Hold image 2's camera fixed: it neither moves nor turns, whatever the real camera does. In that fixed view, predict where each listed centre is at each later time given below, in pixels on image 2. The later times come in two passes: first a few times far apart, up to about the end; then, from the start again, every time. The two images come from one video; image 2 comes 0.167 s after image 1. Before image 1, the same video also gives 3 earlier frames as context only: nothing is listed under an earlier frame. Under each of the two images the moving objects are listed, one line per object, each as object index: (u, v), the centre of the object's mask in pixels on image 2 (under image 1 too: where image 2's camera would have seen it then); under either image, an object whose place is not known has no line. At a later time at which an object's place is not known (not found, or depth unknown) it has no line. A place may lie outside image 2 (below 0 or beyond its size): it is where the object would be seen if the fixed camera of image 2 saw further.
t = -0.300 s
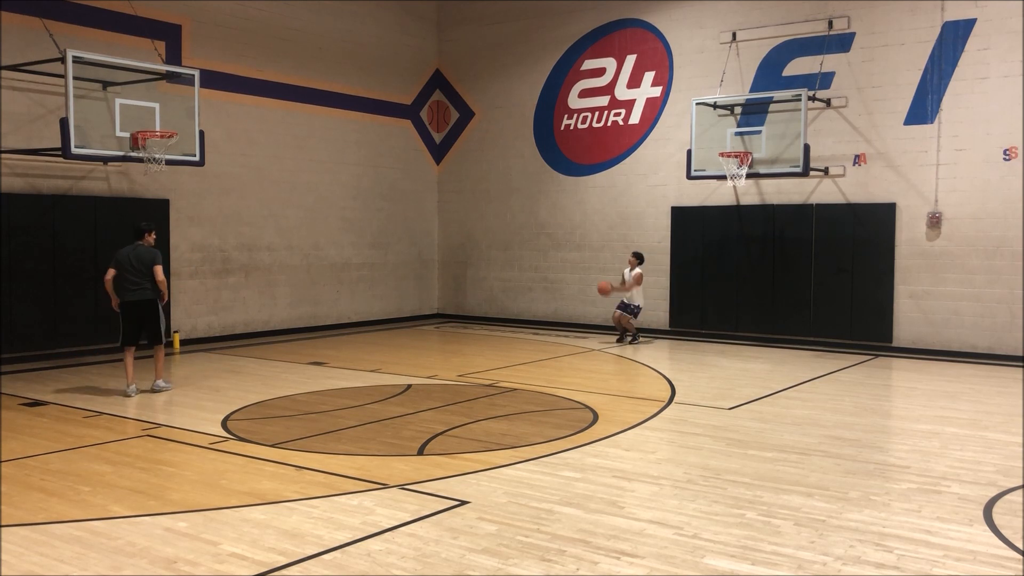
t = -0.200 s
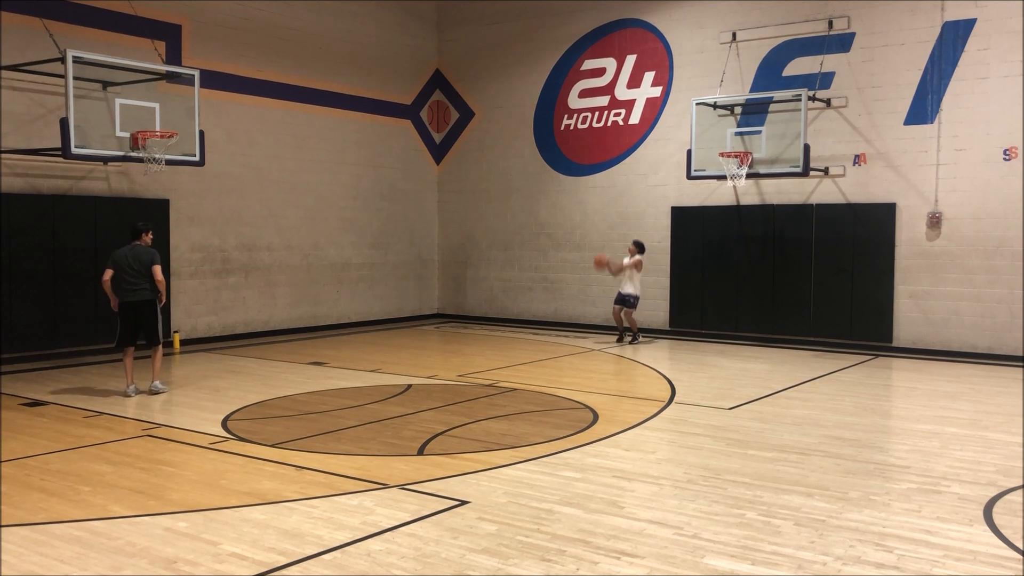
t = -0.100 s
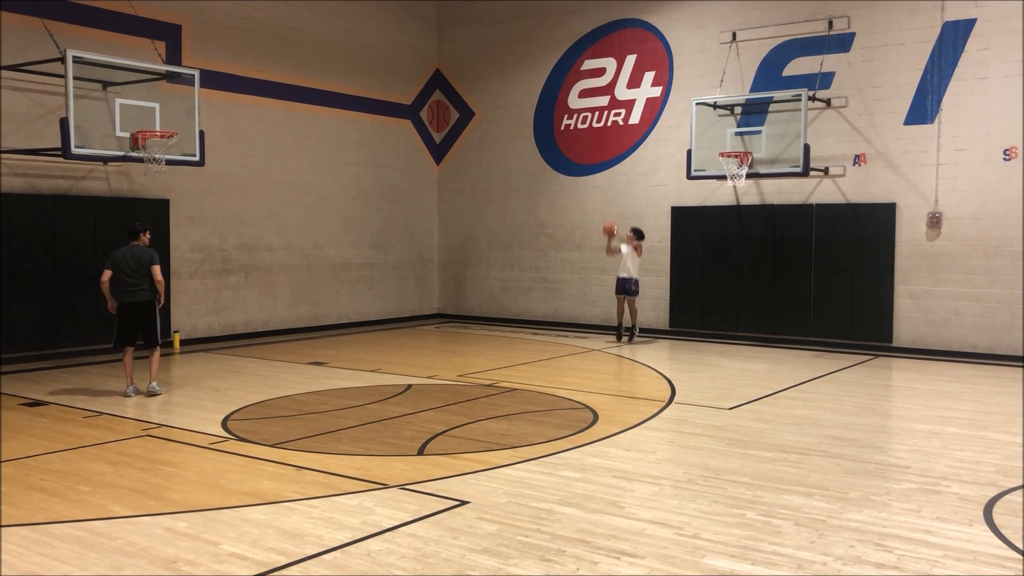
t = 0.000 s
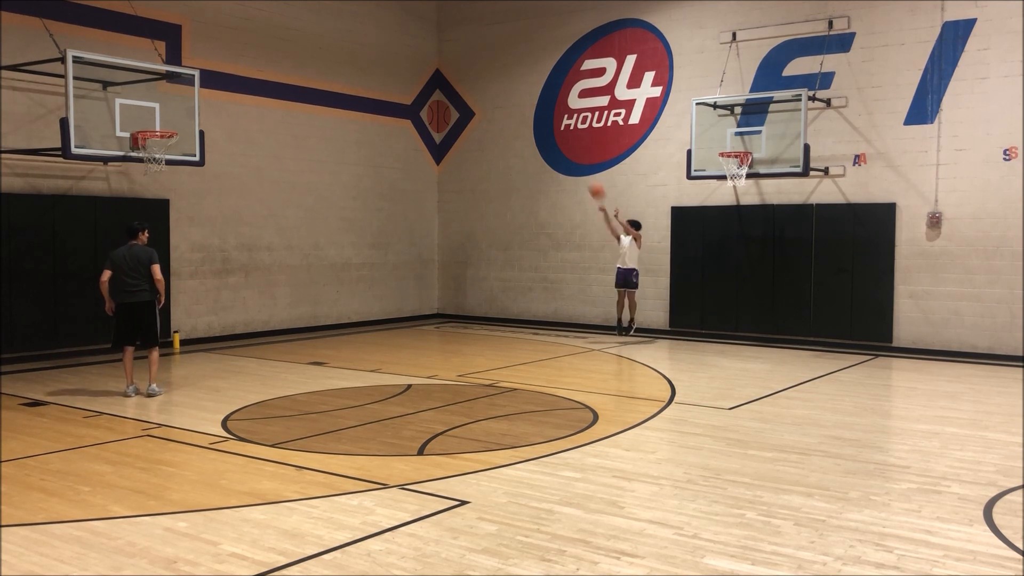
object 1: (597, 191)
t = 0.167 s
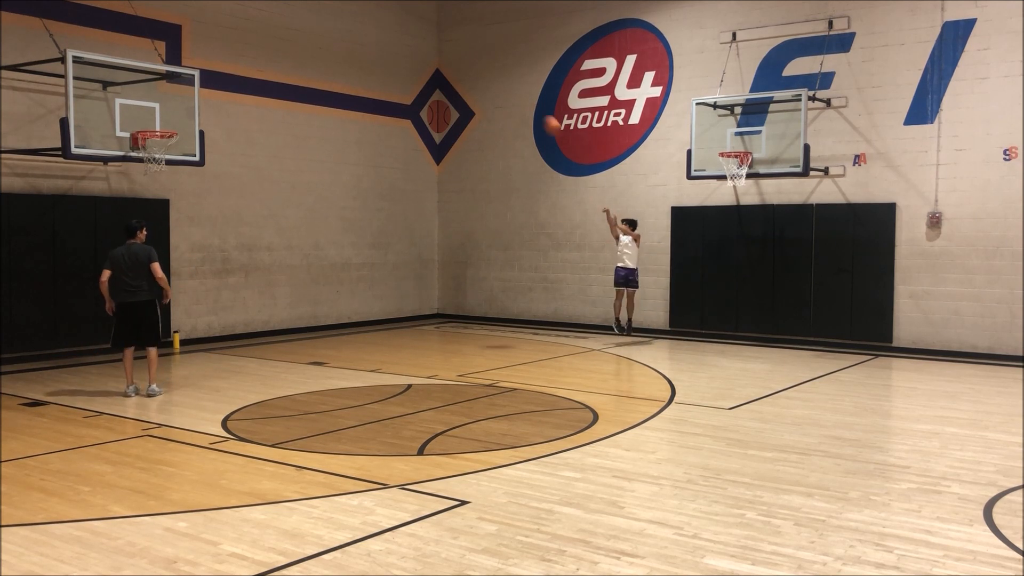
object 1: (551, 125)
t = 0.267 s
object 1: (523, 93)
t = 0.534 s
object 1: (442, 34)
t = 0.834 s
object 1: (339, 20)
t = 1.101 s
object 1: (239, 62)
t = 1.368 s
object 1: (138, 151)
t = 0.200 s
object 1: (543, 115)
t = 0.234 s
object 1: (532, 103)
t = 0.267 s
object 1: (523, 93)
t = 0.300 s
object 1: (513, 84)
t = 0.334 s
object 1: (504, 75)
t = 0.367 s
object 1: (494, 67)
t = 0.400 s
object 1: (484, 58)
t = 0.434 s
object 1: (474, 51)
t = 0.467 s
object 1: (463, 45)
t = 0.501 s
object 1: (453, 39)
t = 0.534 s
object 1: (442, 34)
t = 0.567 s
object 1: (431, 30)
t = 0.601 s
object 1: (420, 26)
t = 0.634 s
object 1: (409, 23)
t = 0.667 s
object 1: (398, 21)
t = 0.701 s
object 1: (386, 19)
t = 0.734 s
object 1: (374, 18)
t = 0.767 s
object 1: (362, 18)
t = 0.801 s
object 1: (350, 19)
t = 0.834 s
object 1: (339, 20)
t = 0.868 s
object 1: (327, 23)
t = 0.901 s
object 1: (315, 26)
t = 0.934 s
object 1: (302, 29)
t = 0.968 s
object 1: (290, 34)
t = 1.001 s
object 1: (277, 40)
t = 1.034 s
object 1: (265, 47)
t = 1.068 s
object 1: (252, 54)
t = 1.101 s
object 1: (239, 62)
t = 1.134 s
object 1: (226, 72)
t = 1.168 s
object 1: (213, 81)
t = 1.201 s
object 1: (199, 94)
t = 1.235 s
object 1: (184, 107)
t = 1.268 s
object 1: (172, 119)
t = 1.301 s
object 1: (158, 128)
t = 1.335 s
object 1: (145, 146)
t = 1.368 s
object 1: (138, 151)
